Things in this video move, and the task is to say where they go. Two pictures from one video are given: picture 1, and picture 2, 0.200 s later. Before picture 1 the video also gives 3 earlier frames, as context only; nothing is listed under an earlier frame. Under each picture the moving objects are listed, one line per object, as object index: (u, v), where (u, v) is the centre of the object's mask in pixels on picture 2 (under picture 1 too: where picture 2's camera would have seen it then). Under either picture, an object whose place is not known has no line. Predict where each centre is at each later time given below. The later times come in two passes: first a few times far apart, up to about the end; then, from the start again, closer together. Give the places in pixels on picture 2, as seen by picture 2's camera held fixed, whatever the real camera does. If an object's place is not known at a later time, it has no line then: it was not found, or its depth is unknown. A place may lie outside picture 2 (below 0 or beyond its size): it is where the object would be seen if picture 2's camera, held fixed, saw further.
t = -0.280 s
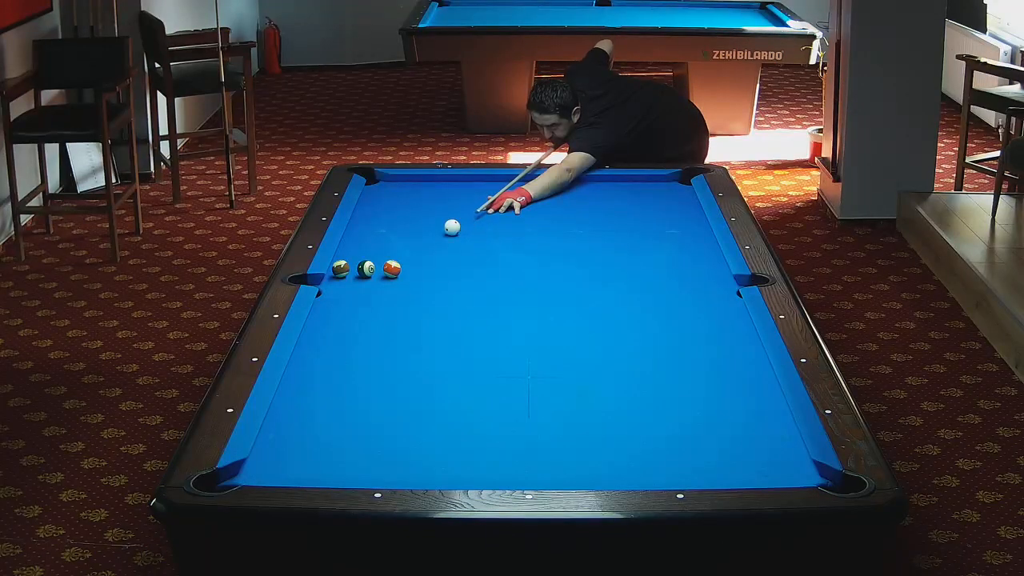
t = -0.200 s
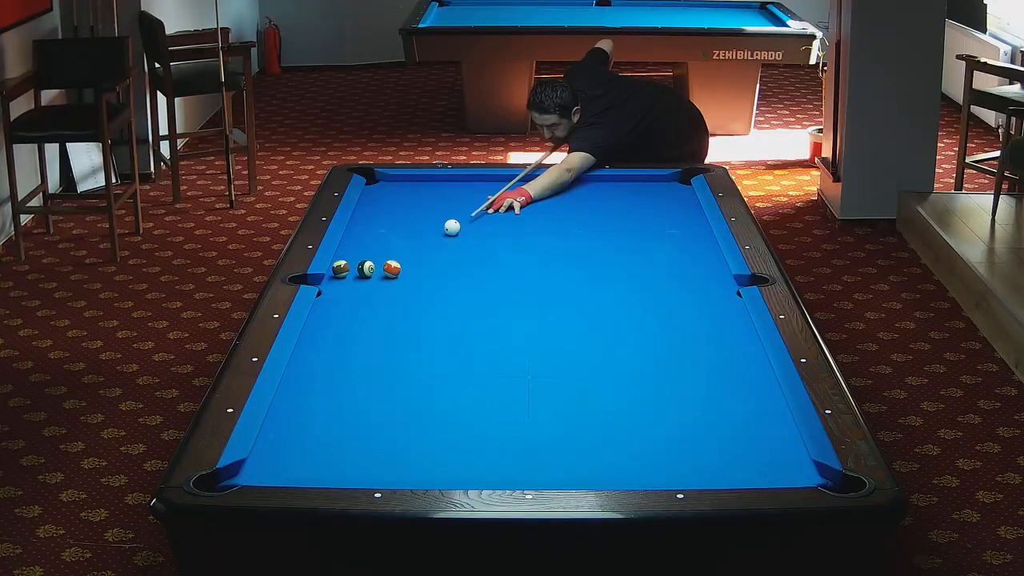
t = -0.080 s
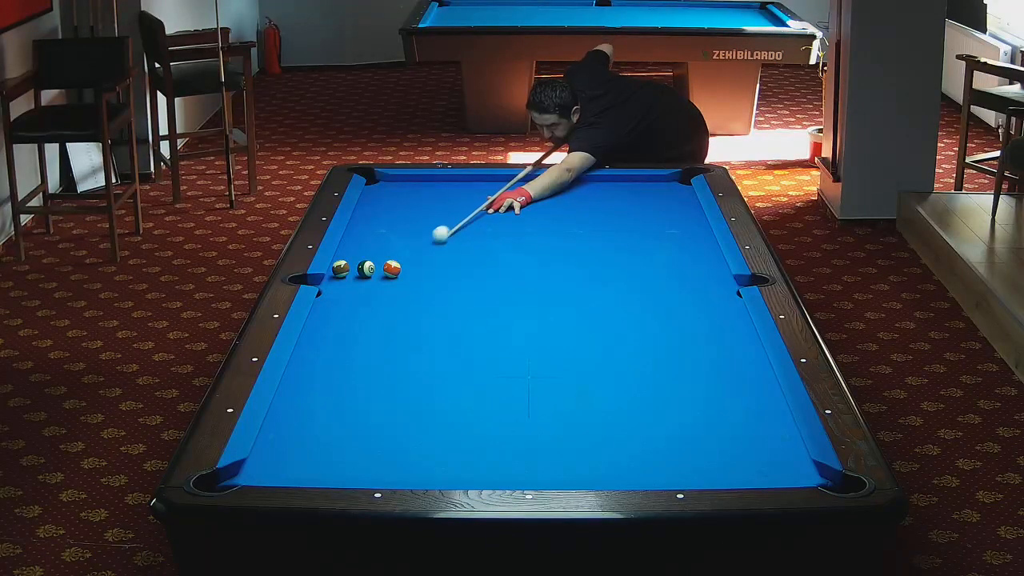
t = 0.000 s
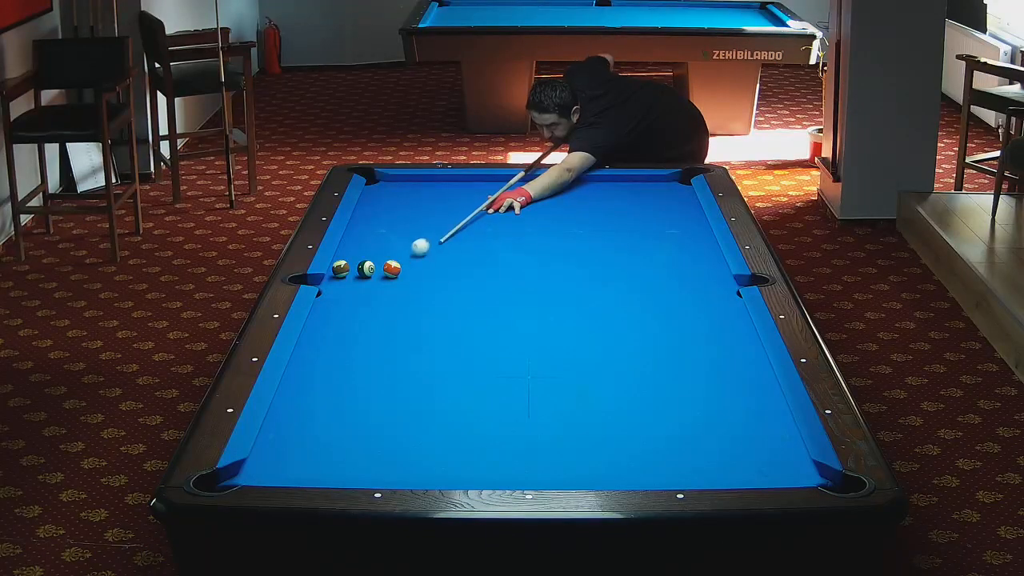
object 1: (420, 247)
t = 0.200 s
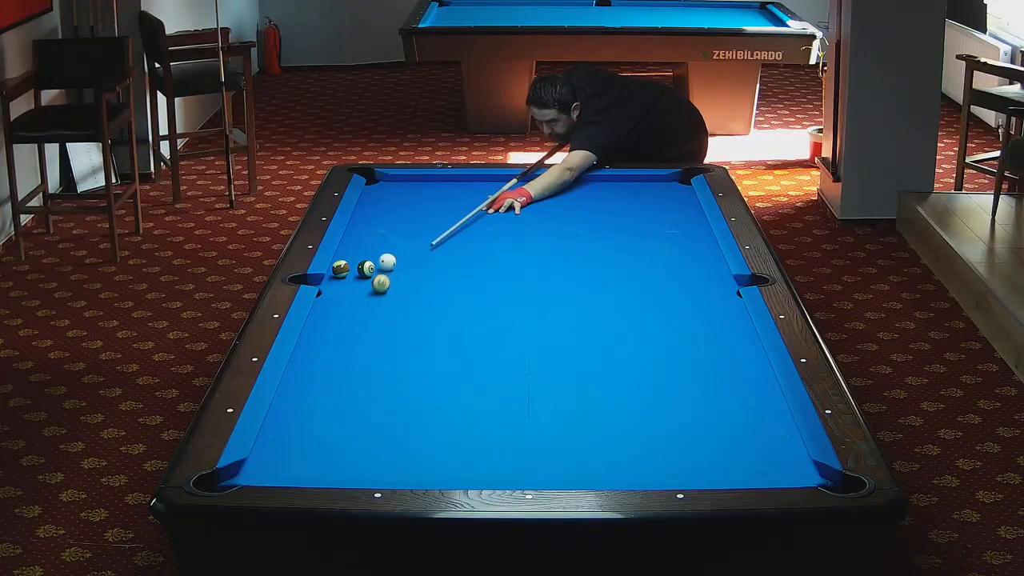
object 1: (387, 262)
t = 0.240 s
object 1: (385, 261)
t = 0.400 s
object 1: (376, 259)
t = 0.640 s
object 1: (362, 255)
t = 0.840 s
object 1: (352, 255)
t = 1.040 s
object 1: (344, 252)
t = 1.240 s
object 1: (350, 251)
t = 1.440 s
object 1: (354, 249)
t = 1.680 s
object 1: (359, 247)
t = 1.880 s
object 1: (363, 246)
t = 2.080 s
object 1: (365, 245)
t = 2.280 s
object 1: (367, 244)
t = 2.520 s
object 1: (369, 244)
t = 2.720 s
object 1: (370, 243)
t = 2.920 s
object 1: (370, 243)
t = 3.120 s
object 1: (370, 243)
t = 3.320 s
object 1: (370, 243)
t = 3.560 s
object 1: (370, 243)
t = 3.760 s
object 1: (370, 243)
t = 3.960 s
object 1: (370, 243)
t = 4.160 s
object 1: (370, 243)
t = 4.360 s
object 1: (370, 243)
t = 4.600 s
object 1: (370, 243)
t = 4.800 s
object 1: (370, 243)
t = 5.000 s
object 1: (370, 243)
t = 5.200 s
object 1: (370, 243)
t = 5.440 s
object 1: (370, 243)
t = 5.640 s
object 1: (370, 243)
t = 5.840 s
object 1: (370, 243)
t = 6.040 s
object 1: (370, 243)
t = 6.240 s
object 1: (370, 243)
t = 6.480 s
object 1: (370, 243)
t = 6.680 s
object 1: (370, 243)
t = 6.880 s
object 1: (370, 243)
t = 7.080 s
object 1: (370, 243)
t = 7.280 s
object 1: (370, 243)
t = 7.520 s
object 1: (370, 243)
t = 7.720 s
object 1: (370, 243)
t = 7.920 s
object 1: (370, 243)
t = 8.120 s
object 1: (370, 243)
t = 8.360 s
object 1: (370, 243)
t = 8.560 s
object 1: (370, 243)
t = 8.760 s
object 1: (370, 243)
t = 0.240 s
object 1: (385, 261)
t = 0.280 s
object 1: (382, 261)
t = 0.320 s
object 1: (380, 260)
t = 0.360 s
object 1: (378, 259)
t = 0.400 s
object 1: (376, 259)
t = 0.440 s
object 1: (374, 258)
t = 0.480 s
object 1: (371, 257)
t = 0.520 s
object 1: (369, 256)
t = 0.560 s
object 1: (366, 255)
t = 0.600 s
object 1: (364, 255)
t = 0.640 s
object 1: (362, 255)
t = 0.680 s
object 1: (360, 255)
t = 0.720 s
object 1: (358, 255)
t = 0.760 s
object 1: (356, 255)
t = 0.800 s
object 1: (354, 255)
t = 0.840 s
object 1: (352, 255)
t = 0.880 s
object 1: (350, 254)
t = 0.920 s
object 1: (348, 253)
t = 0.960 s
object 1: (347, 253)
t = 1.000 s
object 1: (344, 252)
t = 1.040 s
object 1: (344, 252)
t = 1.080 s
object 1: (345, 252)
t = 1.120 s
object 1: (346, 252)
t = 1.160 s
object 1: (347, 251)
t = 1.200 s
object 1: (349, 251)
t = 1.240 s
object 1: (350, 251)
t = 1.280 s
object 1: (351, 250)
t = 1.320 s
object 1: (352, 250)
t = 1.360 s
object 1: (353, 250)
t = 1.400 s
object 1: (354, 249)
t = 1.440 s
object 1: (354, 249)
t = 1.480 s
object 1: (355, 249)
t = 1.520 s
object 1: (356, 248)
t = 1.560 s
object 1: (357, 248)
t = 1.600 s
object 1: (358, 248)
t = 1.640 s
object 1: (359, 248)
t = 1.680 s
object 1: (359, 247)
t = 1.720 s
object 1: (360, 247)
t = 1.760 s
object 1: (361, 247)
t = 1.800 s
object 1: (361, 247)
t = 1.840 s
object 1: (362, 246)
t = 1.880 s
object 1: (363, 246)
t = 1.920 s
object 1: (363, 246)
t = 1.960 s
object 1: (364, 246)
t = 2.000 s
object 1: (364, 246)
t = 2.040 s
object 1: (365, 245)
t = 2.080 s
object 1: (365, 245)
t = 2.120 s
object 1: (366, 245)
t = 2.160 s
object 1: (366, 245)
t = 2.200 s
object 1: (366, 245)
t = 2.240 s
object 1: (367, 244)
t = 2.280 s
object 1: (367, 244)
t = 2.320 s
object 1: (368, 244)
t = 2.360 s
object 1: (368, 244)
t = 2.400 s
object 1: (368, 244)
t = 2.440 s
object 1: (369, 244)
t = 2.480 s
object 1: (369, 244)
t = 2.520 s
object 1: (369, 244)
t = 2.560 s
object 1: (369, 244)
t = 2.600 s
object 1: (369, 244)
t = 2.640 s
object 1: (370, 243)
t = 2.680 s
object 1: (370, 243)
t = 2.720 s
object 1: (370, 243)
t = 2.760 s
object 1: (370, 243)
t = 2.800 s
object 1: (370, 243)
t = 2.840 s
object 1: (370, 243)
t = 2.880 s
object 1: (370, 243)
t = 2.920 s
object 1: (370, 243)
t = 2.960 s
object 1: (370, 243)
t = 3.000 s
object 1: (370, 243)
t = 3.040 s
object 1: (370, 243)
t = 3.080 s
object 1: (370, 243)
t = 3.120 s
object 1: (370, 243)
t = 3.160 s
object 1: (370, 243)
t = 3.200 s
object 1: (370, 243)
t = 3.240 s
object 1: (370, 243)
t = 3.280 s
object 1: (370, 243)
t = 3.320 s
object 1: (370, 243)
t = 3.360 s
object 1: (370, 243)
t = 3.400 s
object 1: (370, 243)
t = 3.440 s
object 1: (370, 243)
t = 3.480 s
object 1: (370, 243)
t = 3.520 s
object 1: (370, 243)
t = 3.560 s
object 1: (370, 243)
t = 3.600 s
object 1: (370, 243)
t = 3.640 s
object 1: (370, 243)
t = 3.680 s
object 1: (370, 243)
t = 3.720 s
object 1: (370, 243)
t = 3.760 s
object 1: (370, 243)
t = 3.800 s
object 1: (370, 243)
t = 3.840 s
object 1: (370, 243)
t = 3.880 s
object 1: (370, 243)
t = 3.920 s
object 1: (370, 243)
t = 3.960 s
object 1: (370, 243)
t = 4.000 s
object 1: (370, 243)
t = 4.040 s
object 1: (370, 243)
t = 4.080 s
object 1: (370, 243)
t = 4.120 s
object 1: (370, 243)
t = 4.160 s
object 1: (370, 243)
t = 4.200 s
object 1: (370, 243)
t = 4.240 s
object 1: (370, 243)
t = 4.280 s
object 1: (370, 243)
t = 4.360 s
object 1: (370, 243)
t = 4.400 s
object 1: (370, 243)
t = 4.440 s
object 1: (370, 243)
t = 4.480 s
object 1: (370, 243)
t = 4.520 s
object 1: (370, 243)
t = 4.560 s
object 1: (370, 243)
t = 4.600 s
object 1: (370, 243)
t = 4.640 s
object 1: (370, 243)
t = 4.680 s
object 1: (370, 243)
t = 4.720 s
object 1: (370, 243)
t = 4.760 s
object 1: (370, 243)
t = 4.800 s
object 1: (370, 243)
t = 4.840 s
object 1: (370, 243)
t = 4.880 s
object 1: (370, 243)
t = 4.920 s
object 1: (370, 243)
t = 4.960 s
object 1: (370, 243)
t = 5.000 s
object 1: (370, 243)
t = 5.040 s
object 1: (370, 243)
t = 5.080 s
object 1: (370, 243)
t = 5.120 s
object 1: (370, 243)
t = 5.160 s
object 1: (370, 243)
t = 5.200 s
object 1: (370, 243)
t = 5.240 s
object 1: (370, 243)
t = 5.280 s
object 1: (370, 243)
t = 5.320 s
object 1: (370, 243)
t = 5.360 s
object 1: (370, 243)
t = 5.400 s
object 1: (370, 243)
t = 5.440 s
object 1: (370, 243)
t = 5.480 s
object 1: (370, 243)
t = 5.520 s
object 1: (370, 243)
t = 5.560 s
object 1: (370, 243)
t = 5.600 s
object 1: (370, 243)
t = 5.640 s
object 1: (370, 243)
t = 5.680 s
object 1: (370, 243)
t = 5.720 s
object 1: (370, 243)
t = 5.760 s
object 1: (370, 243)
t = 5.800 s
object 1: (370, 243)
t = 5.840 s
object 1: (370, 243)
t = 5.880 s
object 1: (370, 243)
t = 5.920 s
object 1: (370, 243)
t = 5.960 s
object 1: (370, 243)
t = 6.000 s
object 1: (370, 243)
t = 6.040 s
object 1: (370, 243)
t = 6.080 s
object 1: (370, 243)
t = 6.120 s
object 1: (370, 243)
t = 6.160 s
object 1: (370, 243)
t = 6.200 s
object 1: (370, 243)
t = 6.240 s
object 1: (370, 243)
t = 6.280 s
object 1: (370, 243)
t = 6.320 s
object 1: (370, 243)
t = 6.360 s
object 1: (370, 243)
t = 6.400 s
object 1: (370, 243)
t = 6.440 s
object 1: (370, 243)
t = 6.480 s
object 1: (370, 243)
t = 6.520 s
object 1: (370, 243)
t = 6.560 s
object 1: (370, 243)
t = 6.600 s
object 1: (370, 243)
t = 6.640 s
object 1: (370, 243)
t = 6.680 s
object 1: (370, 243)
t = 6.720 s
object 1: (370, 243)
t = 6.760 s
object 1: (370, 243)
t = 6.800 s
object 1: (370, 243)
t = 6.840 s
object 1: (370, 243)
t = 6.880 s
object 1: (370, 243)
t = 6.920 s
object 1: (370, 243)
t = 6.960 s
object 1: (370, 243)
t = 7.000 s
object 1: (370, 243)
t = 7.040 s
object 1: (370, 243)
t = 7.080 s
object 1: (370, 243)
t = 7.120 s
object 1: (370, 243)
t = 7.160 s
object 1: (370, 243)
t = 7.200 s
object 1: (370, 243)
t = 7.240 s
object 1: (370, 243)
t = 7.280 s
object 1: (370, 243)
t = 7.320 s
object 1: (370, 243)
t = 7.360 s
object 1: (370, 243)
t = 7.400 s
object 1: (370, 243)
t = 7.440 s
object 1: (370, 243)
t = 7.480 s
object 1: (370, 243)
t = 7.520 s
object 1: (370, 243)
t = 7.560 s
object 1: (370, 243)
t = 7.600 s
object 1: (370, 243)
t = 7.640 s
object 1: (370, 243)
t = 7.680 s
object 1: (370, 243)
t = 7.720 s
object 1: (370, 243)
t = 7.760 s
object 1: (370, 243)
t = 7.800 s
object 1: (370, 243)
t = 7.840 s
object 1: (370, 243)
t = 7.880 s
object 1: (370, 243)
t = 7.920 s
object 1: (370, 243)
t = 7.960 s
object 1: (370, 243)
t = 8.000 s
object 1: (370, 243)
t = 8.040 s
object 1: (370, 243)
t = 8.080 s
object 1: (370, 243)
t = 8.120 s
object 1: (370, 243)
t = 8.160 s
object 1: (370, 243)
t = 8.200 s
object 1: (370, 243)
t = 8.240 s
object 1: (370, 243)
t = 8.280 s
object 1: (370, 243)
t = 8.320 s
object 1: (370, 243)
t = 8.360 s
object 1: (370, 243)
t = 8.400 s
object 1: (370, 243)
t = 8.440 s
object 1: (370, 243)
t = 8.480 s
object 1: (370, 243)
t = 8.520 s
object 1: (370, 243)
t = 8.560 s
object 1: (370, 243)
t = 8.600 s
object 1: (370, 243)
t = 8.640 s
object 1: (370, 243)
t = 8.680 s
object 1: (370, 243)
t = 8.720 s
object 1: (370, 243)
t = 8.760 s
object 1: (370, 243)
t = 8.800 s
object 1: (370, 243)
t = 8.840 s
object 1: (370, 243)
